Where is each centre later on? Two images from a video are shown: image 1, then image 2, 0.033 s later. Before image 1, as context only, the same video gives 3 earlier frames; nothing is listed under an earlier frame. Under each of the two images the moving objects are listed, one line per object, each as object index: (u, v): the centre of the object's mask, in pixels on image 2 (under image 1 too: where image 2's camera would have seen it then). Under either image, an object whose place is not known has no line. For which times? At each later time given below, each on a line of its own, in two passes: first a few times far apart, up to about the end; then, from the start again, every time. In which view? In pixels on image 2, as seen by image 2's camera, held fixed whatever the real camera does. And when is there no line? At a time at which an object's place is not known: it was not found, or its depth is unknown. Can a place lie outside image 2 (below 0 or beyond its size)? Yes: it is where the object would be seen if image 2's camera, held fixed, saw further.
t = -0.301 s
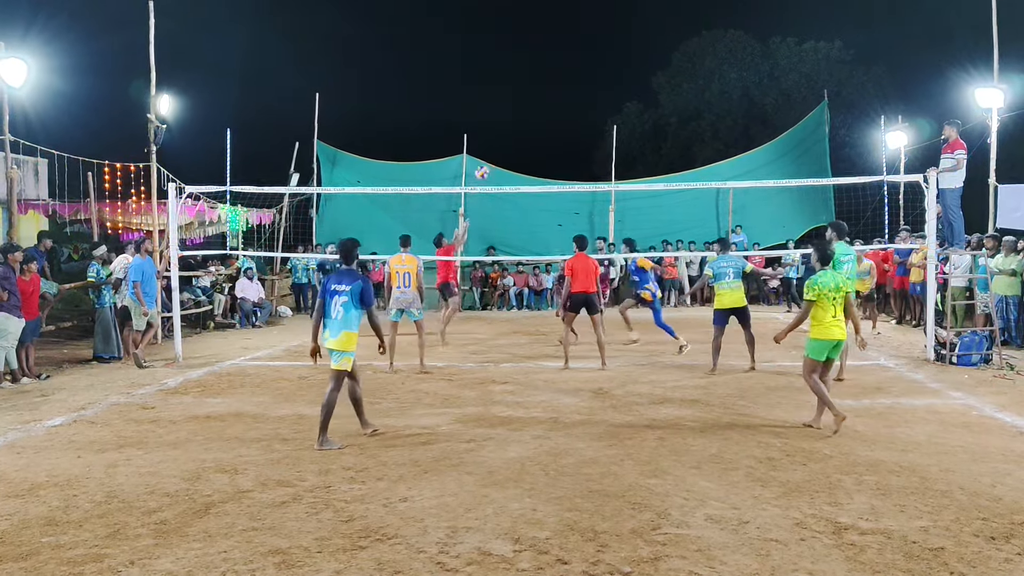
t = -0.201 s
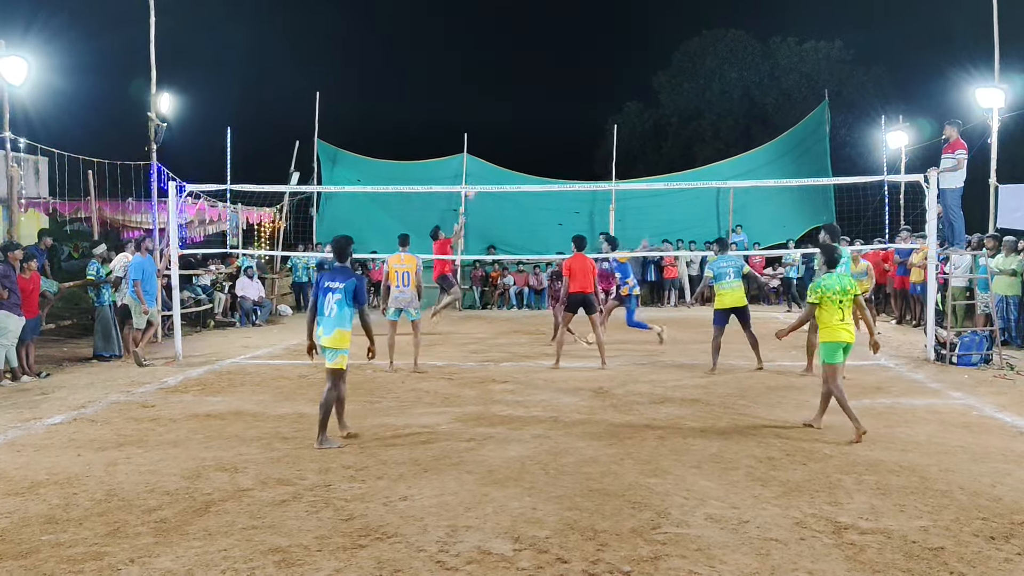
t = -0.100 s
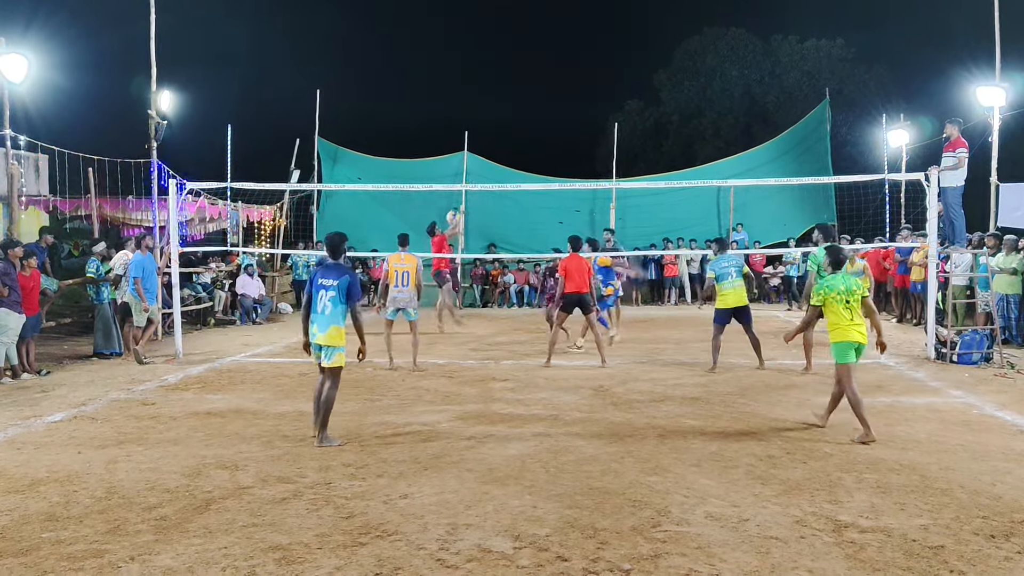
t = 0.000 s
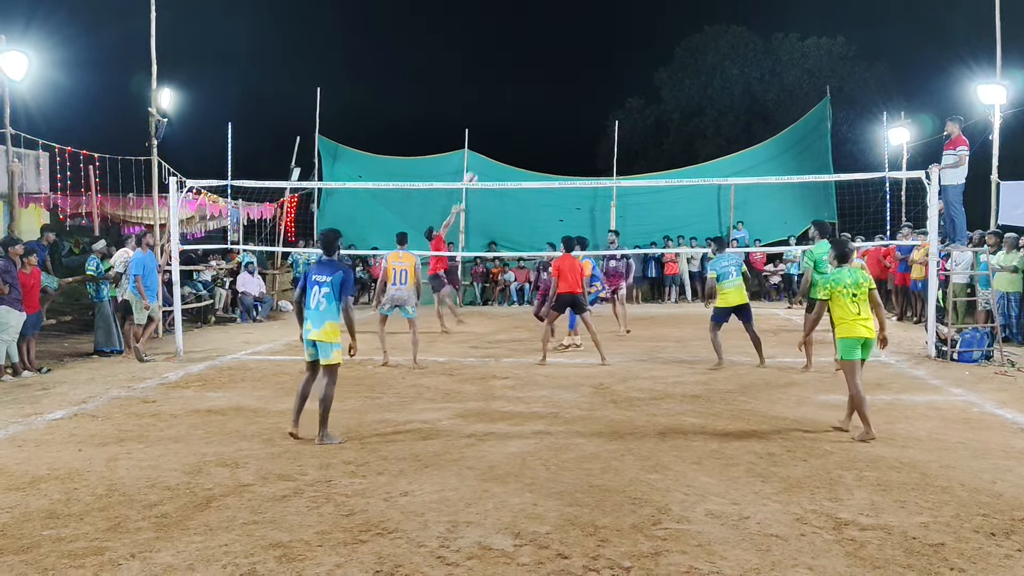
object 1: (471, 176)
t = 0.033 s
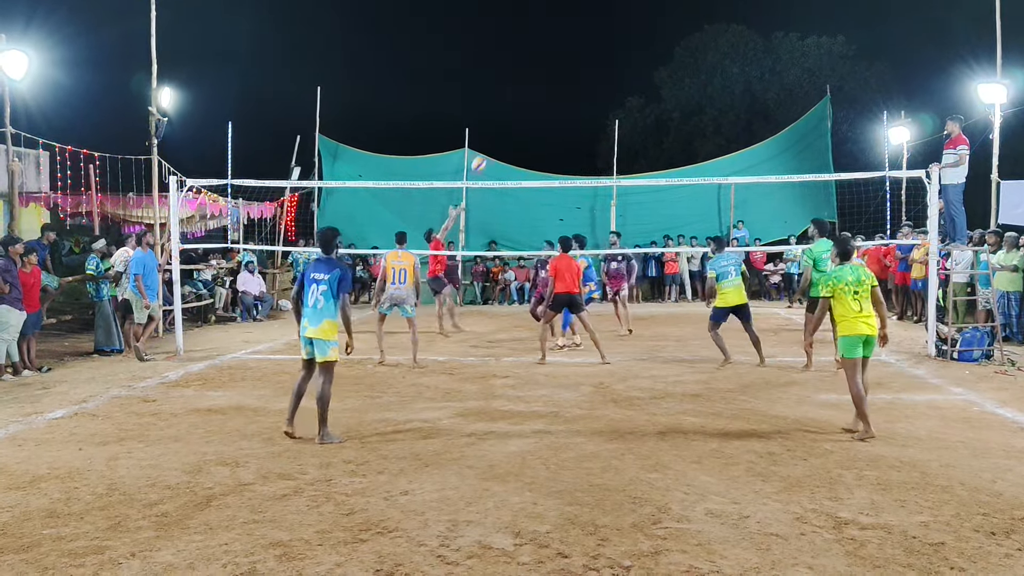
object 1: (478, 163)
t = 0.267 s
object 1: (537, 86)
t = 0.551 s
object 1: (607, 41)
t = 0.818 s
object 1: (675, 47)
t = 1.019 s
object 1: (725, 84)
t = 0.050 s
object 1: (483, 157)
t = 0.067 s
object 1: (487, 150)
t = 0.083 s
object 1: (491, 144)
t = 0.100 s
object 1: (495, 138)
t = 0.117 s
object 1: (499, 132)
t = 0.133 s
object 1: (504, 126)
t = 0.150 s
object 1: (508, 120)
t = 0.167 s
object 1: (512, 115)
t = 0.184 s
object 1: (516, 110)
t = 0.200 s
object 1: (520, 105)
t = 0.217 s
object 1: (524, 100)
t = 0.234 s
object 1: (528, 95)
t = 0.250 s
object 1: (532, 91)
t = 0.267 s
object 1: (537, 86)
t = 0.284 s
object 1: (541, 82)
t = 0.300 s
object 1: (545, 78)
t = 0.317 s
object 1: (549, 74)
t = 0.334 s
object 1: (553, 71)
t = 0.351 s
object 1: (557, 67)
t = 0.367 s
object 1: (562, 64)
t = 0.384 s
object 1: (566, 61)
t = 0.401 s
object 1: (570, 58)
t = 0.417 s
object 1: (574, 55)
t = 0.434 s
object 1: (578, 53)
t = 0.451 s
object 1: (582, 50)
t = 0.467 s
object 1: (587, 48)
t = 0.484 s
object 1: (591, 46)
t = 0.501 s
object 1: (595, 45)
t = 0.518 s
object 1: (599, 43)
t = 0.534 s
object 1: (603, 42)
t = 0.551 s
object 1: (607, 41)
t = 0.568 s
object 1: (612, 40)
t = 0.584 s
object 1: (616, 39)
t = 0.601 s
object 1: (620, 38)
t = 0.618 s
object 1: (624, 38)
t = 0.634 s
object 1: (628, 37)
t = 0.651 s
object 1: (632, 37)
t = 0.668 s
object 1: (637, 37)
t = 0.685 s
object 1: (641, 38)
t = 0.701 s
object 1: (645, 38)
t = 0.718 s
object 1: (649, 39)
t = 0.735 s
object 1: (653, 40)
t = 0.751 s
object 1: (658, 41)
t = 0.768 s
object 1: (662, 42)
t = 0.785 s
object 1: (666, 43)
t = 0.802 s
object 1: (670, 45)
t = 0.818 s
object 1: (675, 47)
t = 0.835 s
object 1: (679, 49)
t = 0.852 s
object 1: (683, 51)
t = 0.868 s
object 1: (687, 53)
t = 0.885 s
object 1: (691, 56)
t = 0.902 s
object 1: (696, 59)
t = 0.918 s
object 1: (700, 62)
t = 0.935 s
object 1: (704, 65)
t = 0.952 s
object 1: (708, 68)
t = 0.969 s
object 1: (712, 72)
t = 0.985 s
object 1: (717, 76)
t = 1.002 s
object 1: (721, 80)
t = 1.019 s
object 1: (725, 84)
